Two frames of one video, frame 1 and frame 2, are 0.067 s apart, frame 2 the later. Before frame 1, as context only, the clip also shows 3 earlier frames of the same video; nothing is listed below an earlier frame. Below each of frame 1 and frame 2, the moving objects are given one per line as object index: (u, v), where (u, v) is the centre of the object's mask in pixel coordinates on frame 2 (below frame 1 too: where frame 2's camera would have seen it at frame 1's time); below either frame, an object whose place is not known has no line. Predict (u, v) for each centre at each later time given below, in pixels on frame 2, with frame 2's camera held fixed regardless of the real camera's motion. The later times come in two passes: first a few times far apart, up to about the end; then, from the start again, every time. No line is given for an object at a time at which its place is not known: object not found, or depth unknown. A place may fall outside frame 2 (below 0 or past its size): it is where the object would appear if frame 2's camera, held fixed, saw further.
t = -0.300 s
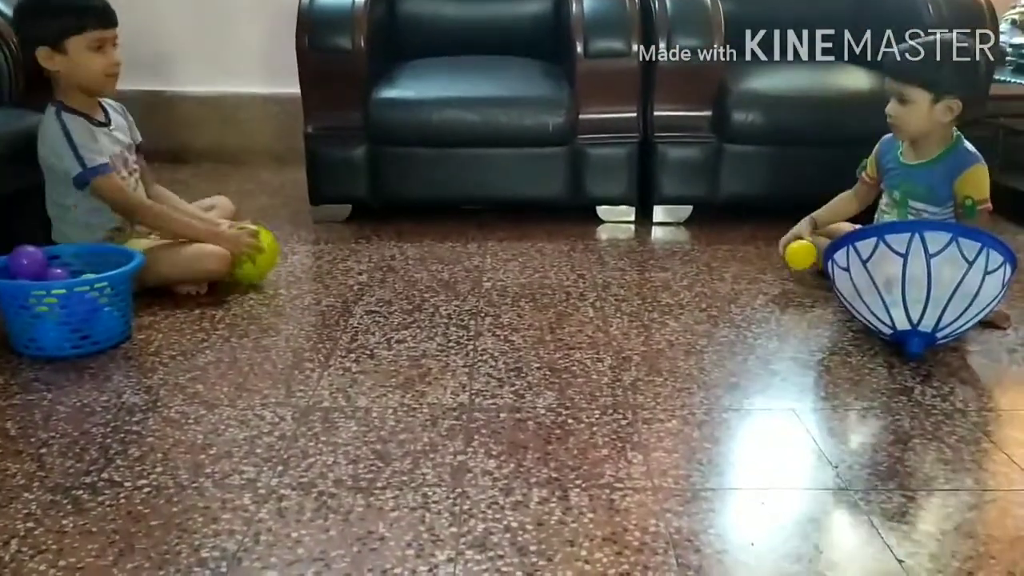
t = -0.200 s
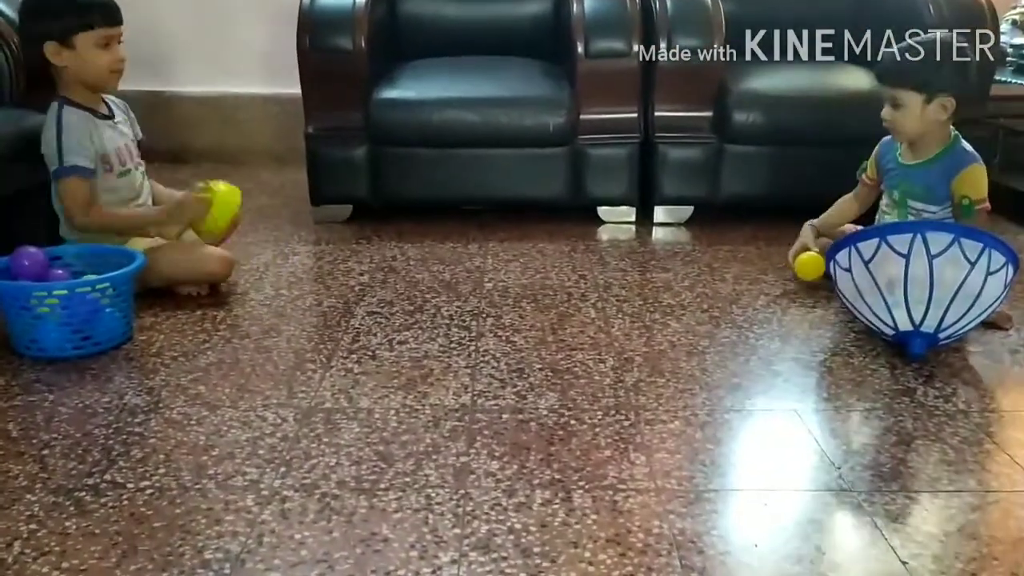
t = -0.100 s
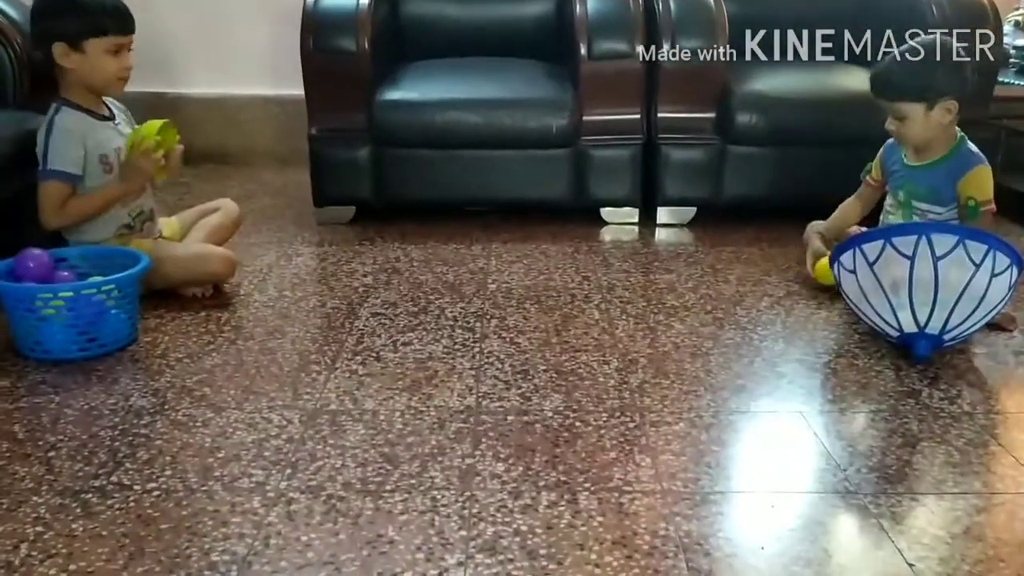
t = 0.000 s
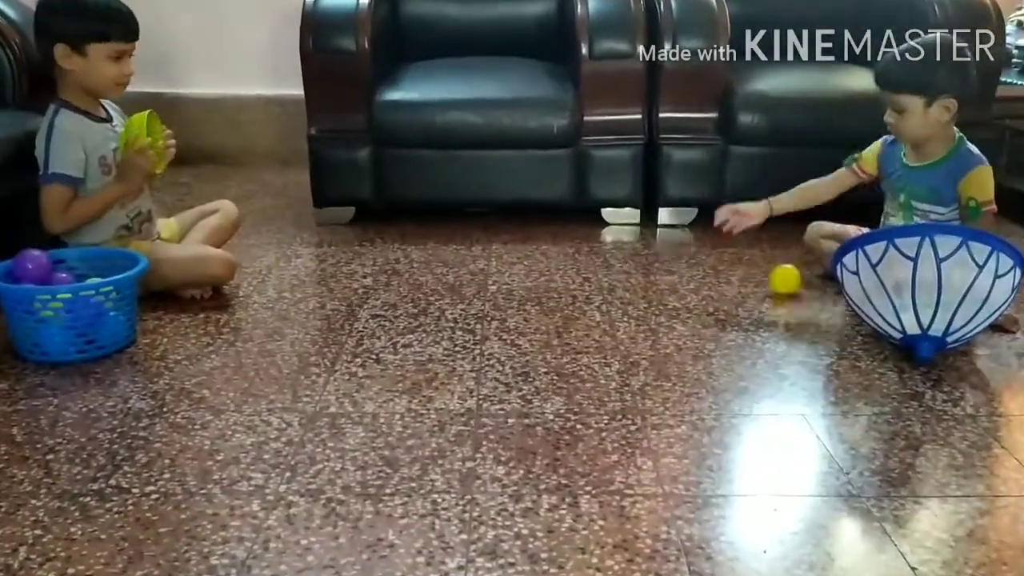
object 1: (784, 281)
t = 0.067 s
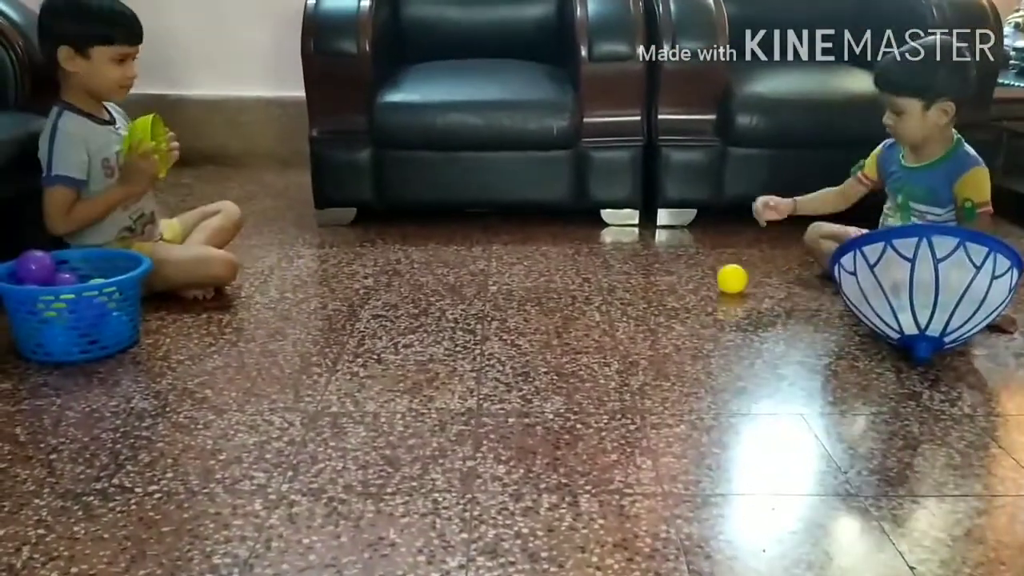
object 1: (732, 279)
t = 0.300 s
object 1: (578, 273)
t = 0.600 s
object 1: (425, 266)
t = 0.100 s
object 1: (708, 278)
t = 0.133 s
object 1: (684, 277)
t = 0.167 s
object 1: (661, 277)
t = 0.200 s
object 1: (639, 276)
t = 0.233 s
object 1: (618, 275)
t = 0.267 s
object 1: (598, 274)
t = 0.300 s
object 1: (578, 273)
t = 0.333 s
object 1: (560, 272)
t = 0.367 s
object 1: (542, 271)
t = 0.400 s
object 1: (524, 270)
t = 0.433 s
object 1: (506, 270)
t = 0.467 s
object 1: (490, 269)
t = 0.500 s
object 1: (473, 269)
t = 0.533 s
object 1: (457, 268)
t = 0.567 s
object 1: (440, 267)
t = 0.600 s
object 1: (425, 266)
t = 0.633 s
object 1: (410, 265)
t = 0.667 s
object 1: (396, 265)
